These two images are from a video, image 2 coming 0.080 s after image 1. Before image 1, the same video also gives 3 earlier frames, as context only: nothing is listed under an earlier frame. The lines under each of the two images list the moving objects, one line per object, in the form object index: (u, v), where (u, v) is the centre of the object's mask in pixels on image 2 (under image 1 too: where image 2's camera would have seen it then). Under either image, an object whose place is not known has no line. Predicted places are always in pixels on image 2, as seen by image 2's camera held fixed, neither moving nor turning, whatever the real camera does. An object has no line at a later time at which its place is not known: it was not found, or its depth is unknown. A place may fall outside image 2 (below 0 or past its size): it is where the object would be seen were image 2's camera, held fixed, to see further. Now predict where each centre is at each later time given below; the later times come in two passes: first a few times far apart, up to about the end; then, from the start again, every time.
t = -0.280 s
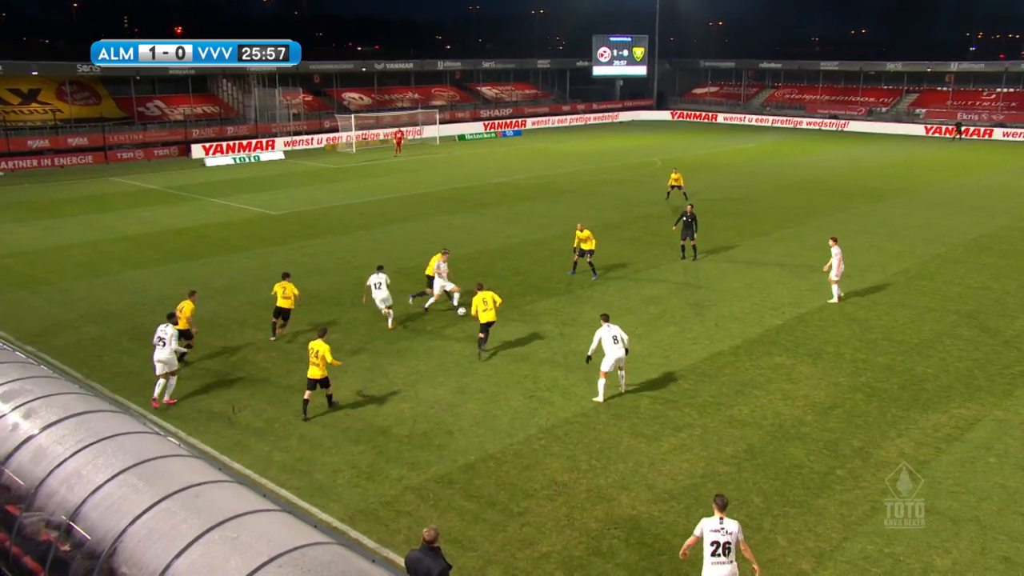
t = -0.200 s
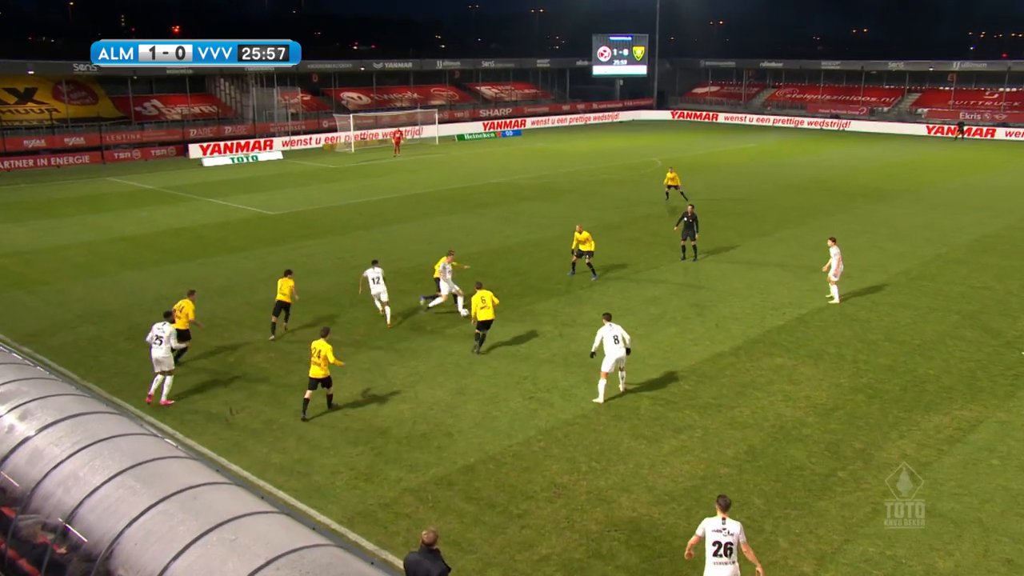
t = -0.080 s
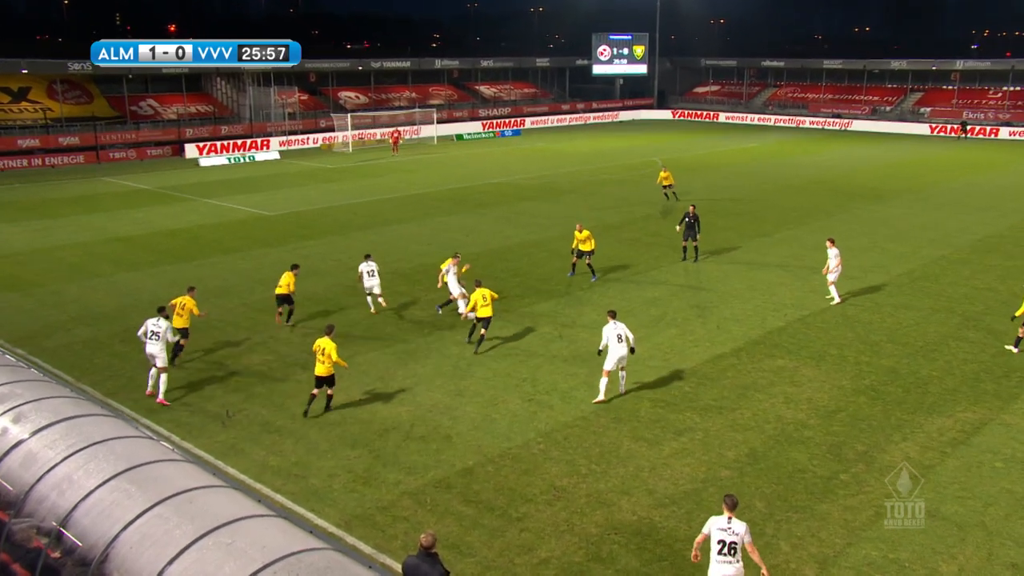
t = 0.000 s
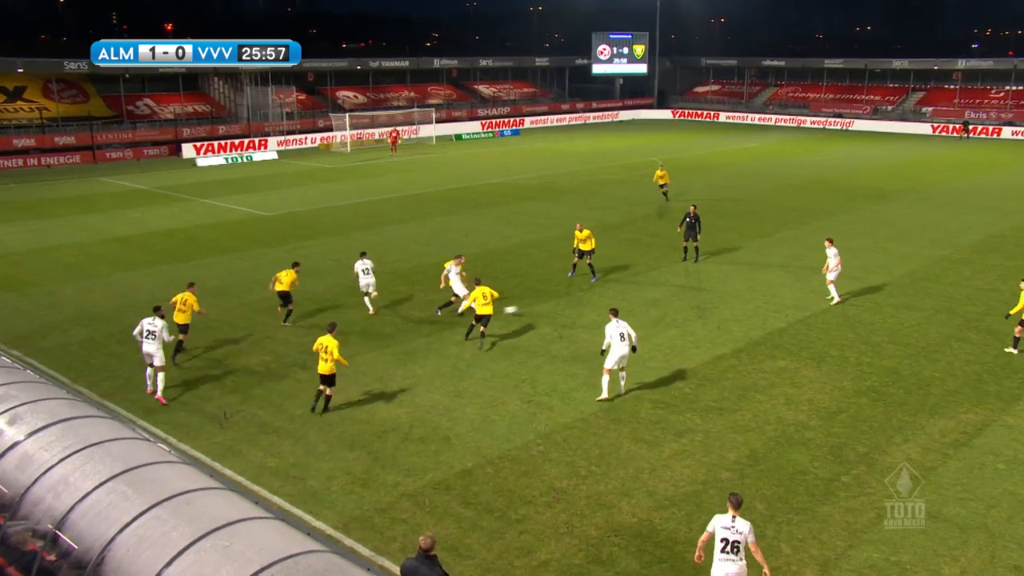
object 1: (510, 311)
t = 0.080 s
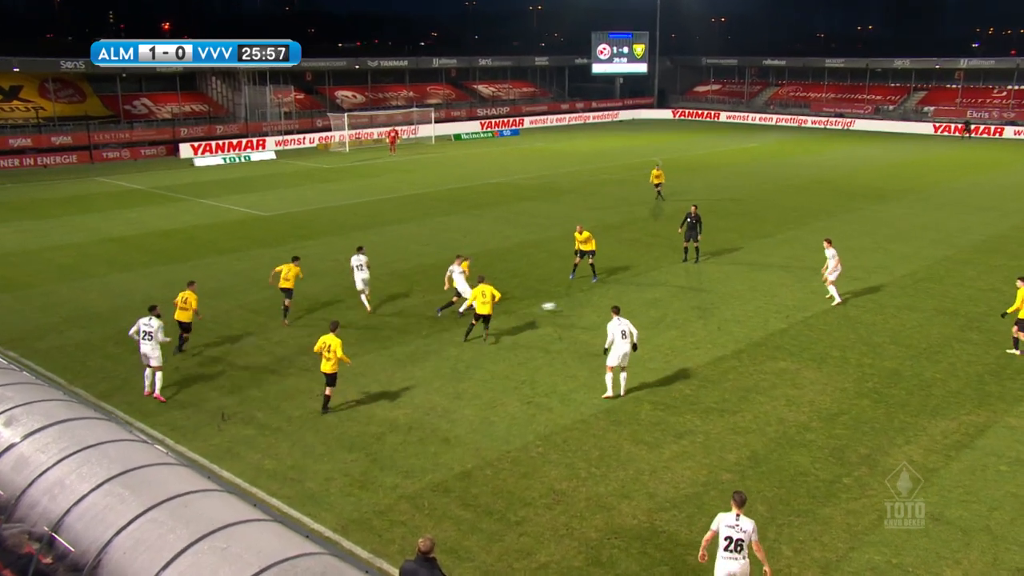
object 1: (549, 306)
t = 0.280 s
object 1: (635, 299)
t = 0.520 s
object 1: (719, 292)
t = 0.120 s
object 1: (567, 305)
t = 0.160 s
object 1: (586, 305)
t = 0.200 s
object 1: (603, 305)
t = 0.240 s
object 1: (619, 302)
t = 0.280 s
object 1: (635, 299)
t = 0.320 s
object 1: (650, 298)
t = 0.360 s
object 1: (665, 297)
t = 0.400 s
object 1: (679, 296)
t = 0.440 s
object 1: (693, 296)
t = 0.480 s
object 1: (706, 294)
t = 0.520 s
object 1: (719, 292)
